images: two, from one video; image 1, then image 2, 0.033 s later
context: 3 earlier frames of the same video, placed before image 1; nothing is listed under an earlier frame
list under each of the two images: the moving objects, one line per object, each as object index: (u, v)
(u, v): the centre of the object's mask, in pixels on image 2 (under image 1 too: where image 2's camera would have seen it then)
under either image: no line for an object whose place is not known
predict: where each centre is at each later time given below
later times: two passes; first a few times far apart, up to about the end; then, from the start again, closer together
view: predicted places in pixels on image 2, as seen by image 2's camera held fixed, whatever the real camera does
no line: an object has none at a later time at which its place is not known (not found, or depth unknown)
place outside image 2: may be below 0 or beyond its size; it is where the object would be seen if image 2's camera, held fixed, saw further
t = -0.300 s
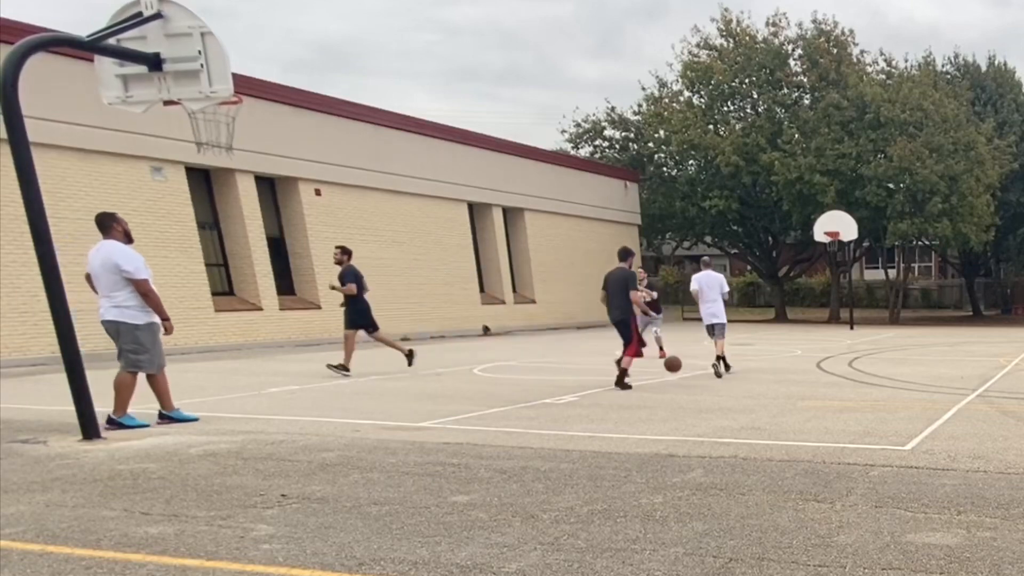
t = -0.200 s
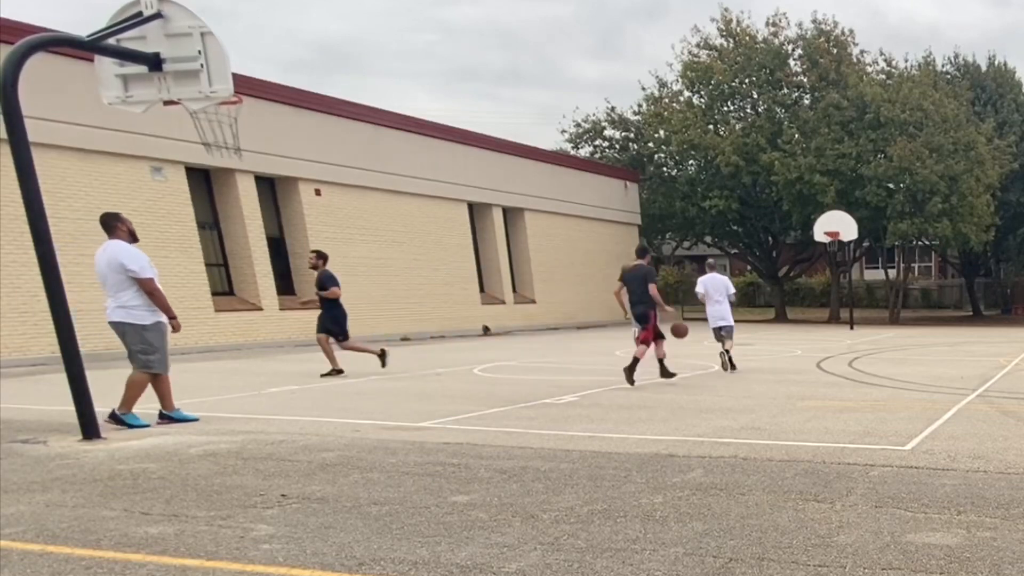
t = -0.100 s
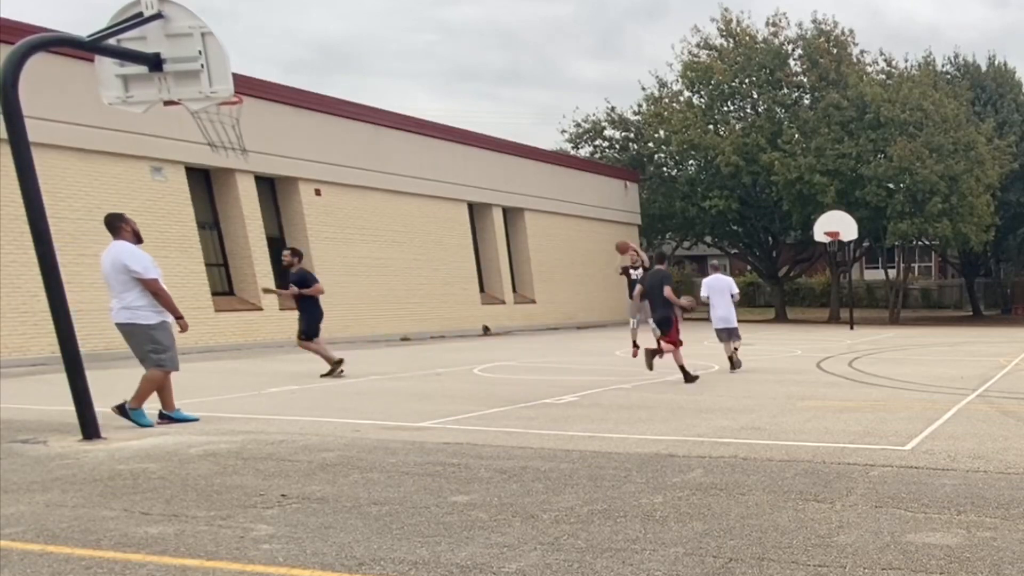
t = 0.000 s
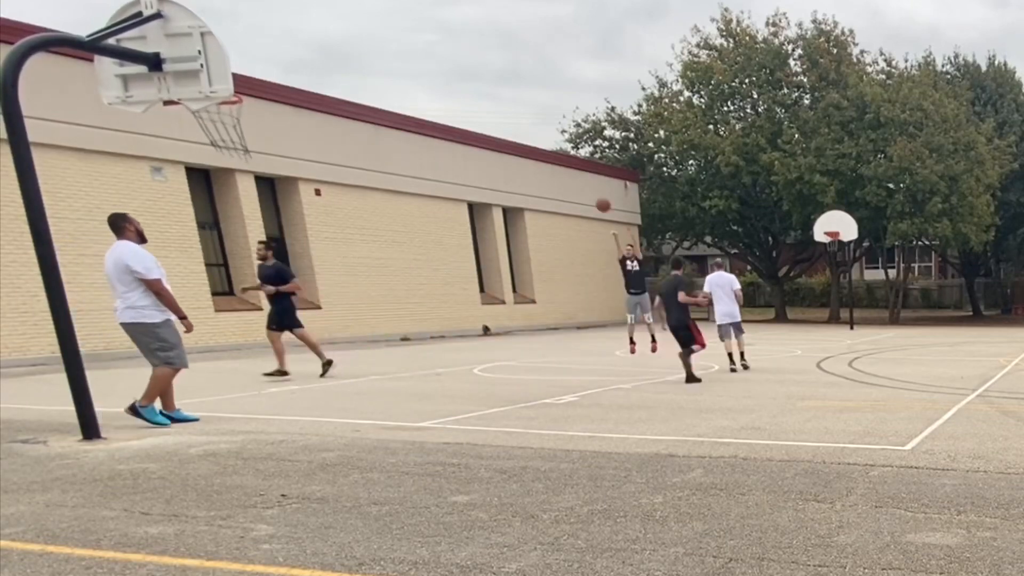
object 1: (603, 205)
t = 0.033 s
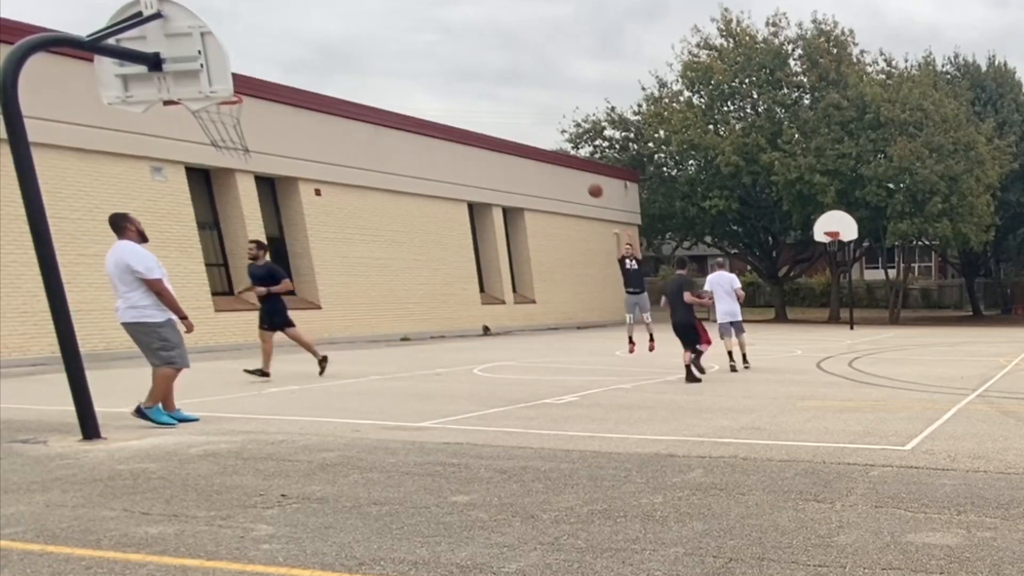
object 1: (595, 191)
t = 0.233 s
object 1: (545, 111)
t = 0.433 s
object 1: (488, 45)
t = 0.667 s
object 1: (411, 3)
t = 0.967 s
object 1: (291, 4)
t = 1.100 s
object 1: (227, 30)
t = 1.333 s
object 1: (240, 52)
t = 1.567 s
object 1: (319, 61)
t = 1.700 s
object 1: (361, 90)
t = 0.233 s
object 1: (545, 111)
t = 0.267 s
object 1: (536, 99)
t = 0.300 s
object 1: (527, 87)
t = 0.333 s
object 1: (517, 76)
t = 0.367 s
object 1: (508, 66)
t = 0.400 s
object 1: (498, 55)
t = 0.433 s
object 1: (488, 45)
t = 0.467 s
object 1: (477, 36)
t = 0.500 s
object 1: (467, 28)
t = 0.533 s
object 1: (456, 20)
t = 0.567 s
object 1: (444, 13)
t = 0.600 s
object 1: (433, 8)
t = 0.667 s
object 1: (411, 3)
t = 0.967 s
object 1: (291, 4)
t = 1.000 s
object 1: (276, 7)
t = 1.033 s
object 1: (259, 11)
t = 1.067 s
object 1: (243, 20)
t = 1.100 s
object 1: (227, 30)
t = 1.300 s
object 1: (235, 56)
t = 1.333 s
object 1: (240, 52)
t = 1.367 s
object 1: (252, 49)
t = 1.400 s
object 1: (263, 48)
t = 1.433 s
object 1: (275, 48)
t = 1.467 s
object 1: (287, 50)
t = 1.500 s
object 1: (298, 53)
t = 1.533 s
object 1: (308, 56)
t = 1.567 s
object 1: (319, 61)
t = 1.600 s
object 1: (330, 67)
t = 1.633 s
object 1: (341, 74)
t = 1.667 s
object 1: (351, 81)
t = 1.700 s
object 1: (361, 90)
